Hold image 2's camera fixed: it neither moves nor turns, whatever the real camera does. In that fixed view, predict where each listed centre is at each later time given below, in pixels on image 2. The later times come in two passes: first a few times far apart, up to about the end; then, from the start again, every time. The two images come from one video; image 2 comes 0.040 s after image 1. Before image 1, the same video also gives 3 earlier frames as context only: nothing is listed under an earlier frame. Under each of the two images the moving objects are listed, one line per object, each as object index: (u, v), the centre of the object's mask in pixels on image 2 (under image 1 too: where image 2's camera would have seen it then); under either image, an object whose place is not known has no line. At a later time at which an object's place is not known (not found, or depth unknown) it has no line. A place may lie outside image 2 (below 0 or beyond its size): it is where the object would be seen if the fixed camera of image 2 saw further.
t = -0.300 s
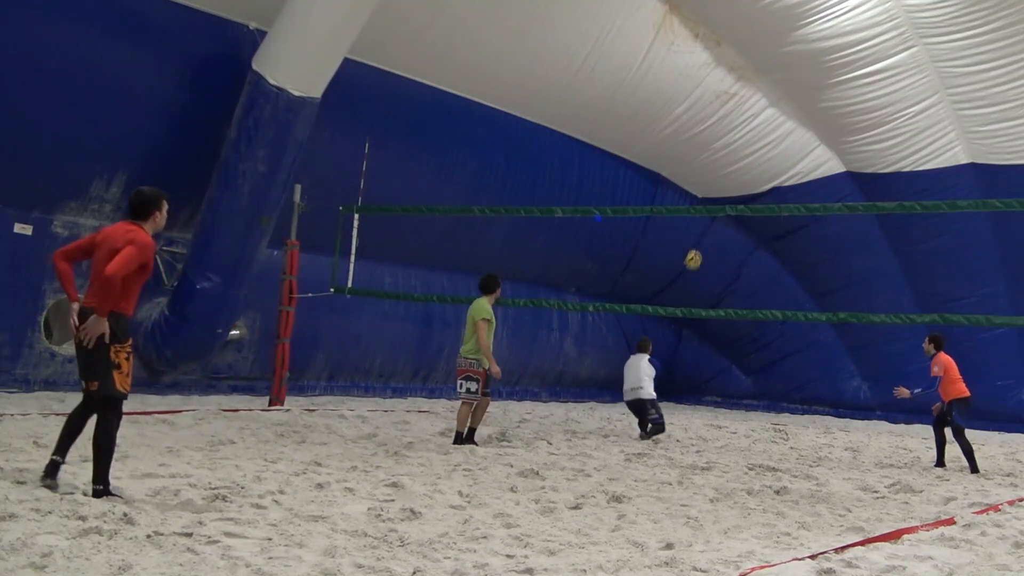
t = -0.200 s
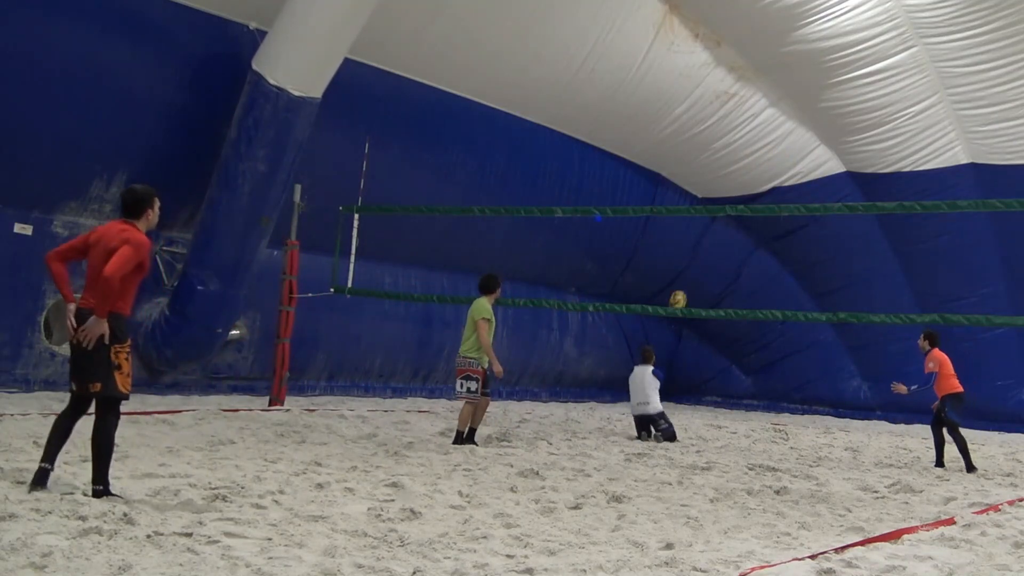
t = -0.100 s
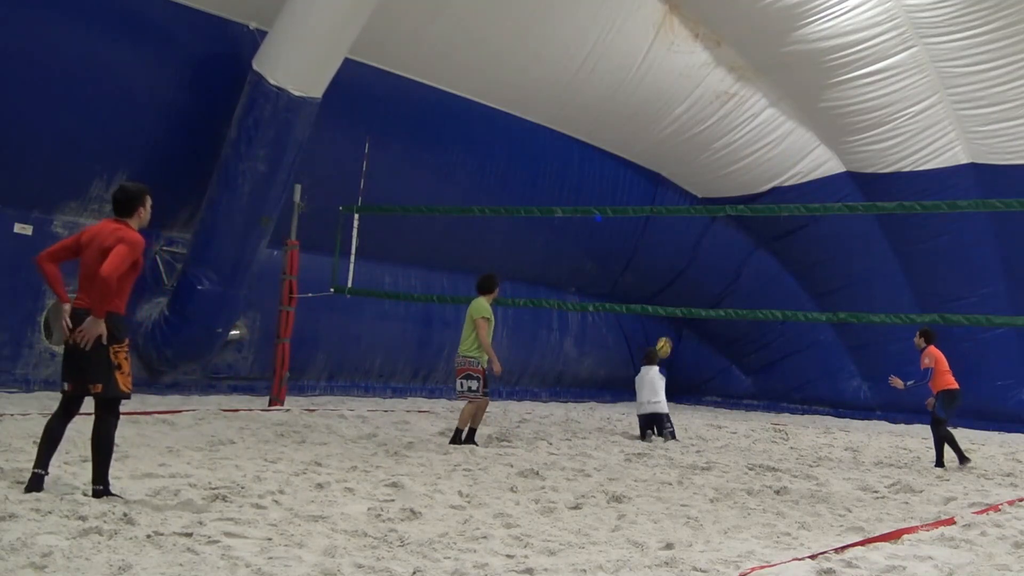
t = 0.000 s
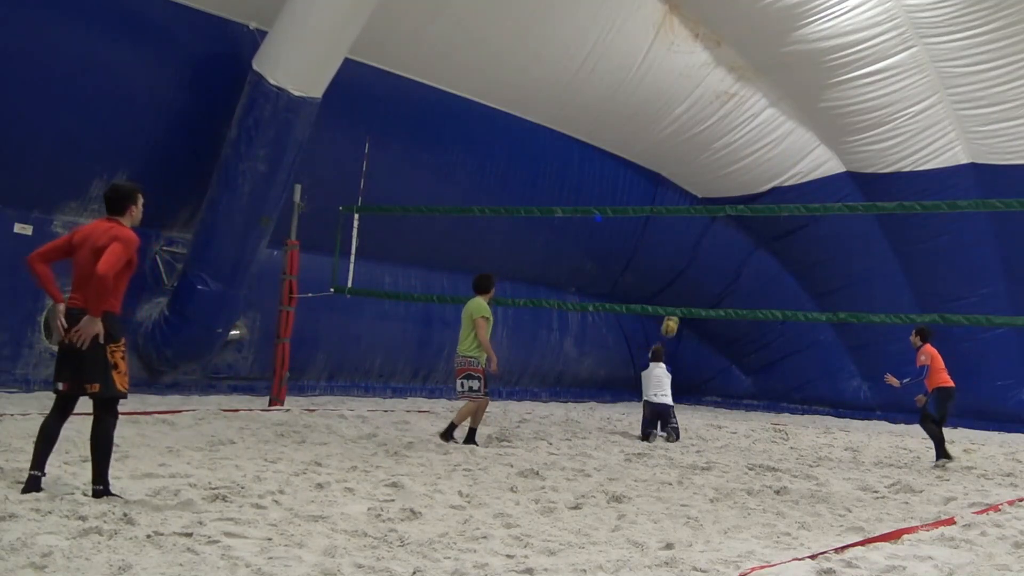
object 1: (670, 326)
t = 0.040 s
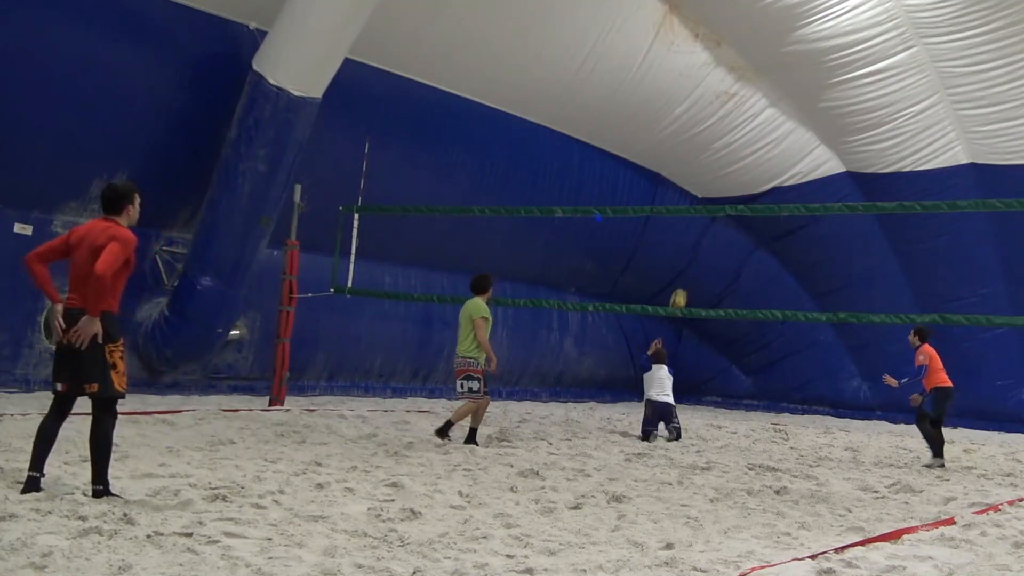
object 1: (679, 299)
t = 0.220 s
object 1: (715, 200)
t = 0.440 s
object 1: (752, 124)
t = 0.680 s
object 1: (790, 78)
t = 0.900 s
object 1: (820, 72)
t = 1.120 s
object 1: (847, 98)
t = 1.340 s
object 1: (871, 157)
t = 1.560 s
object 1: (890, 247)
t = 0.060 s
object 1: (683, 289)
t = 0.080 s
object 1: (686, 277)
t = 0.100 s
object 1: (691, 265)
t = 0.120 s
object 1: (695, 254)
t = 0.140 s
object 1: (699, 243)
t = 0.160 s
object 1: (703, 233)
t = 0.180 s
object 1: (706, 224)
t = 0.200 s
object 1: (710, 219)
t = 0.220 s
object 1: (715, 200)
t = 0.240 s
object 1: (717, 195)
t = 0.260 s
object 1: (722, 186)
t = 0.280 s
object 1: (725, 178)
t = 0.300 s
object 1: (728, 171)
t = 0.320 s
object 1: (732, 164)
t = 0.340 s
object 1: (736, 155)
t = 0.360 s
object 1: (739, 149)
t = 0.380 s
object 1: (742, 142)
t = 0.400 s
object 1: (746, 136)
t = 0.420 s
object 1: (750, 129)
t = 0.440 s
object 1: (752, 124)
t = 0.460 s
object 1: (756, 119)
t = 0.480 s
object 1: (759, 114)
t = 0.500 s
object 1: (763, 108)
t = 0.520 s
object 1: (766, 104)
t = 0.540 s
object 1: (769, 100)
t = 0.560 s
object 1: (772, 96)
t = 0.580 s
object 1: (776, 92)
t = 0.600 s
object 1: (778, 89)
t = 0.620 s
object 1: (782, 85)
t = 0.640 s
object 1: (784, 83)
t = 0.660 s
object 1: (787, 80)
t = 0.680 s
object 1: (790, 78)
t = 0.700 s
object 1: (793, 76)
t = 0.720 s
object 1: (796, 75)
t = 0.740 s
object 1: (799, 73)
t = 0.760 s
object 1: (801, 72)
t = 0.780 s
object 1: (804, 71)
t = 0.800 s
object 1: (807, 70)
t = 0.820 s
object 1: (810, 70)
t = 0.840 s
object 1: (812, 70)
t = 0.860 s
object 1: (815, 70)
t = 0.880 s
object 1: (818, 71)
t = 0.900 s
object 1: (820, 72)
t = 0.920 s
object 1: (823, 73)
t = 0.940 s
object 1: (826, 74)
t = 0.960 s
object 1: (828, 76)
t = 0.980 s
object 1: (831, 77)
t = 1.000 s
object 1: (833, 80)
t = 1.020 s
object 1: (836, 82)
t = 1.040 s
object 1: (837, 85)
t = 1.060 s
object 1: (840, 87)
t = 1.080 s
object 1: (843, 91)
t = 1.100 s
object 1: (845, 94)
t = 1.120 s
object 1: (847, 98)
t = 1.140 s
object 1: (849, 102)
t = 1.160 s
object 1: (851, 107)
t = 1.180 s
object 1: (854, 111)
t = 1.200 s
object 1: (857, 116)
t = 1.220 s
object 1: (859, 121)
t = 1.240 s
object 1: (861, 126)
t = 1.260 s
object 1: (863, 132)
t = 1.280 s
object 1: (865, 138)
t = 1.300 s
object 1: (867, 145)
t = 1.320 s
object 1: (869, 150)
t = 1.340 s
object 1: (871, 157)
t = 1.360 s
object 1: (873, 165)
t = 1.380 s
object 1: (875, 172)
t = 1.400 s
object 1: (877, 179)
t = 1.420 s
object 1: (878, 186)
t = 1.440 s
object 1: (880, 193)
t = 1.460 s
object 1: (881, 198)
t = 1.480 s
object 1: (884, 217)
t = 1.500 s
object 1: (885, 221)
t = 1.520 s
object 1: (887, 228)
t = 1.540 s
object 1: (888, 238)
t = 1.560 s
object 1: (890, 247)
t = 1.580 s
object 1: (891, 256)
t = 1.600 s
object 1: (893, 266)
